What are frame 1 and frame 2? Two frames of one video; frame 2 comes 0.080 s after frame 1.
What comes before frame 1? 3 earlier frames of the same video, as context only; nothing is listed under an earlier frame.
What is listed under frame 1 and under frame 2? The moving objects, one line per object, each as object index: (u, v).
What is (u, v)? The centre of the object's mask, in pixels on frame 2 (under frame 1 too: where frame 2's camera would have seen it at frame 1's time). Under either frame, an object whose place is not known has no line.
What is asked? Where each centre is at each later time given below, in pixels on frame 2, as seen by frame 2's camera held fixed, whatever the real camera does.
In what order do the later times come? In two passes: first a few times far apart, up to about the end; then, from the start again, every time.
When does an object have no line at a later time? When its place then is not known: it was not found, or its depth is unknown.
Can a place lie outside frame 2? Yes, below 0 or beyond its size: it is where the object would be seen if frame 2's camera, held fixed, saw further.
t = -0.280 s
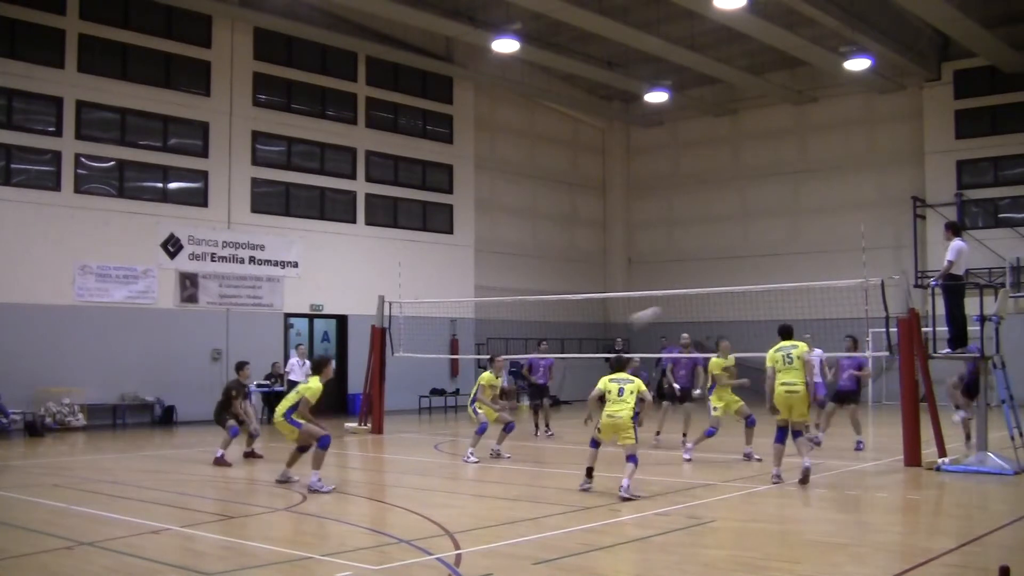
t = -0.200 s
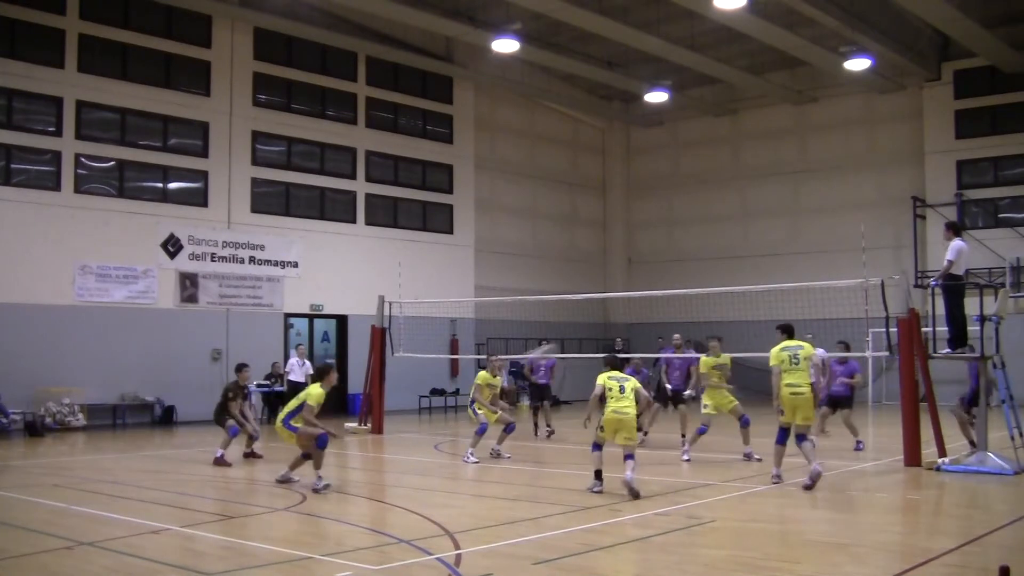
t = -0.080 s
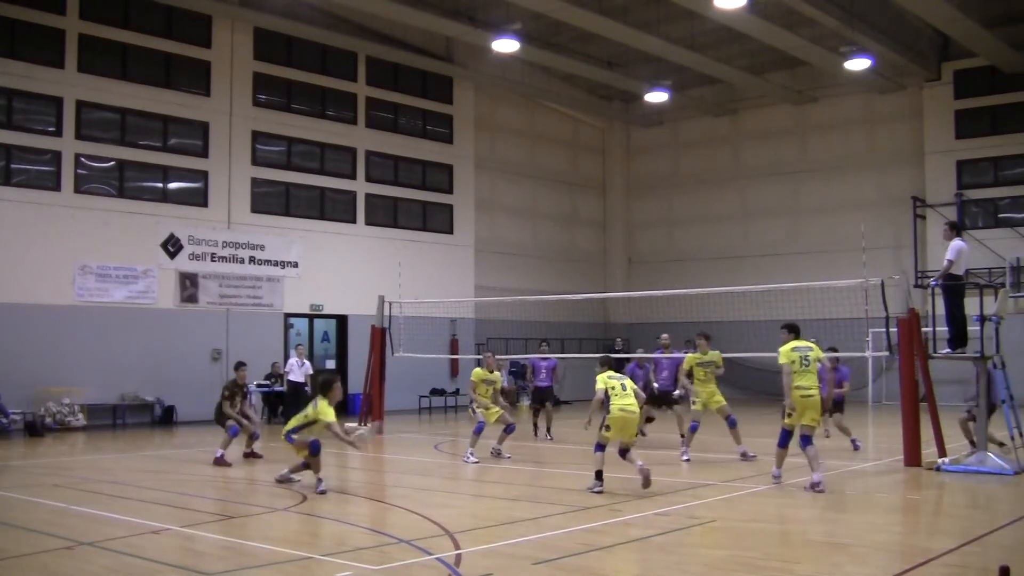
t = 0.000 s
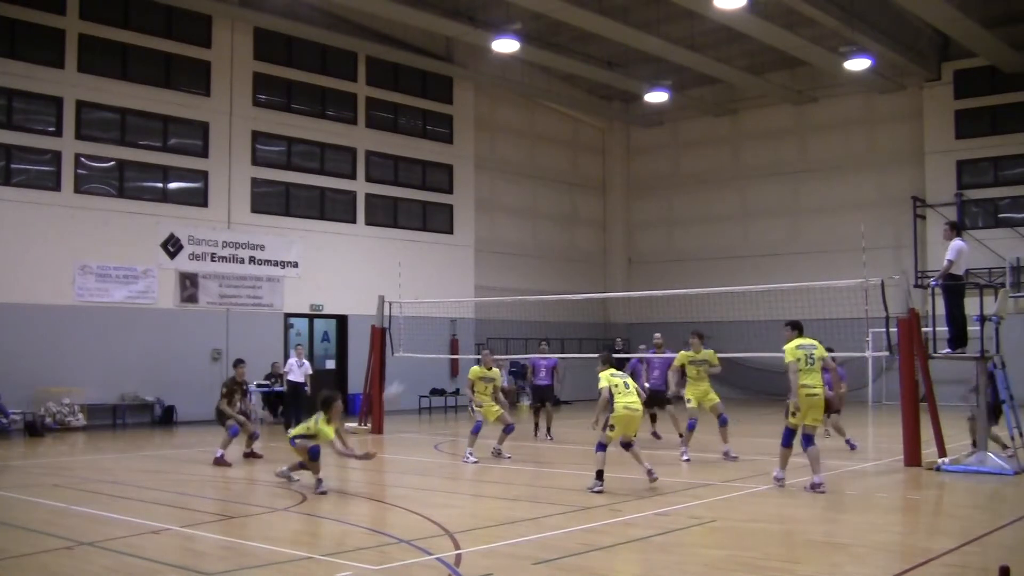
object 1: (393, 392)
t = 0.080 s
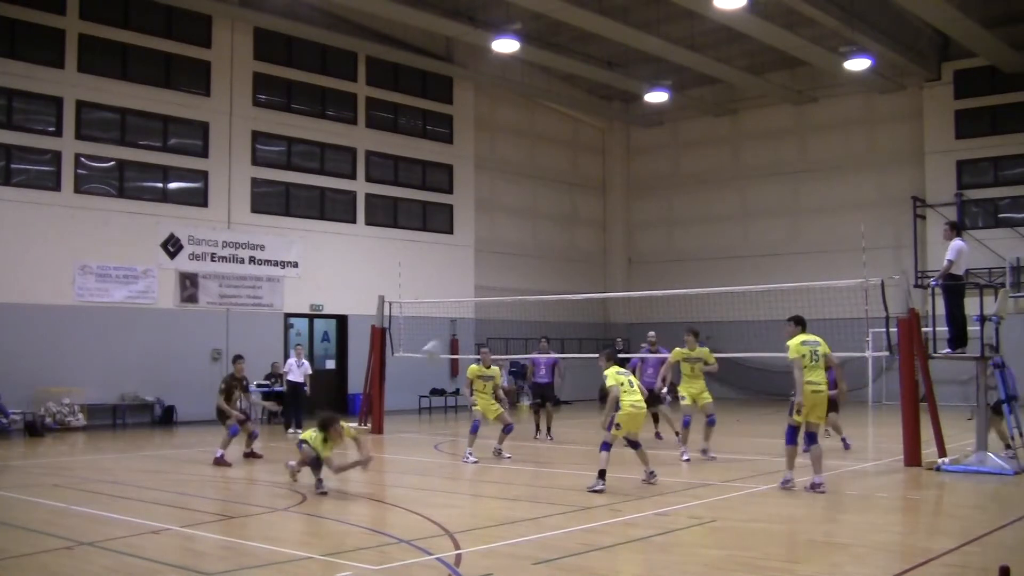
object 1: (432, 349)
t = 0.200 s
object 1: (484, 295)
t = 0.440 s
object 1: (574, 242)
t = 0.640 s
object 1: (639, 230)
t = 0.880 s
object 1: (708, 255)
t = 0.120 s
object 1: (450, 331)
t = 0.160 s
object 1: (469, 310)
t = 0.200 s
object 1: (484, 295)
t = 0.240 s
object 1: (498, 283)
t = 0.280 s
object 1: (515, 271)
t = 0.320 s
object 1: (531, 261)
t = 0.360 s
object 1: (546, 254)
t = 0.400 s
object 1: (560, 247)
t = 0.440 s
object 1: (574, 242)
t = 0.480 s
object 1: (587, 237)
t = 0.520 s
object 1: (601, 234)
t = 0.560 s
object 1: (614, 231)
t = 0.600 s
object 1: (627, 230)
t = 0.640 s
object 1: (639, 230)
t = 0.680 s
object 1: (651, 232)
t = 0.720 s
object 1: (662, 233)
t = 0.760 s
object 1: (675, 238)
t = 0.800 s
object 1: (686, 242)
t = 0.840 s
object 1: (698, 249)
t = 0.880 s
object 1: (708, 255)
